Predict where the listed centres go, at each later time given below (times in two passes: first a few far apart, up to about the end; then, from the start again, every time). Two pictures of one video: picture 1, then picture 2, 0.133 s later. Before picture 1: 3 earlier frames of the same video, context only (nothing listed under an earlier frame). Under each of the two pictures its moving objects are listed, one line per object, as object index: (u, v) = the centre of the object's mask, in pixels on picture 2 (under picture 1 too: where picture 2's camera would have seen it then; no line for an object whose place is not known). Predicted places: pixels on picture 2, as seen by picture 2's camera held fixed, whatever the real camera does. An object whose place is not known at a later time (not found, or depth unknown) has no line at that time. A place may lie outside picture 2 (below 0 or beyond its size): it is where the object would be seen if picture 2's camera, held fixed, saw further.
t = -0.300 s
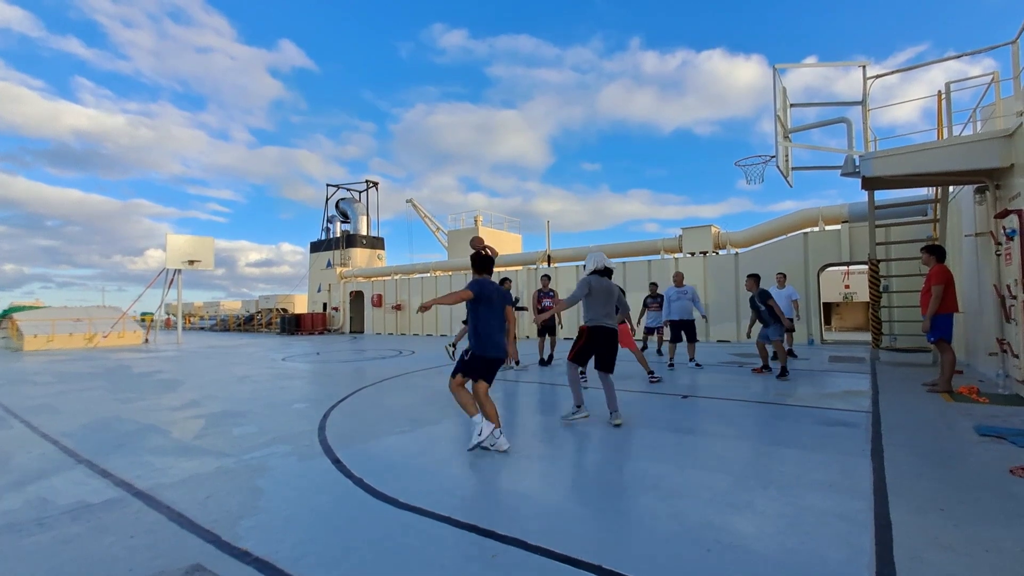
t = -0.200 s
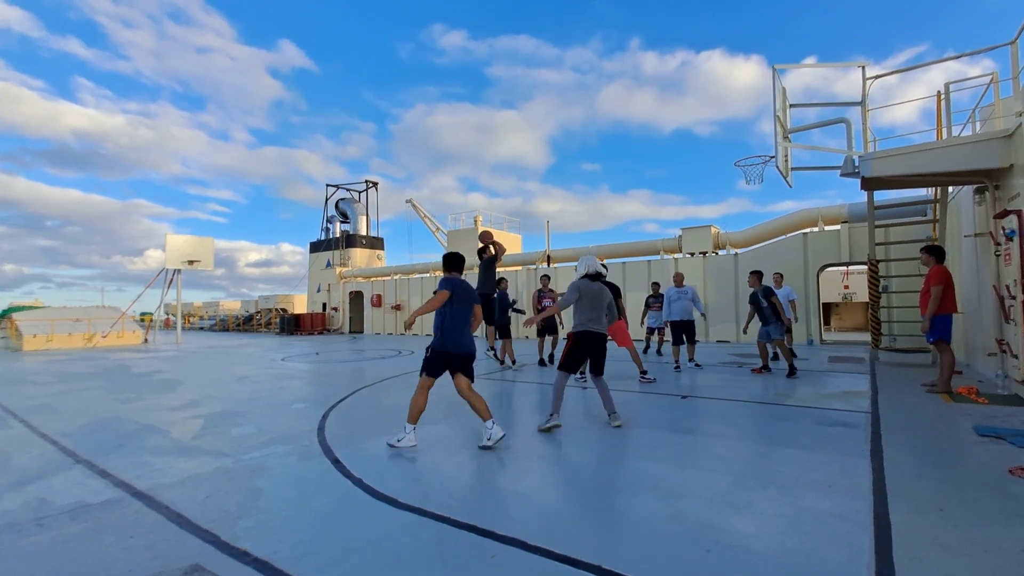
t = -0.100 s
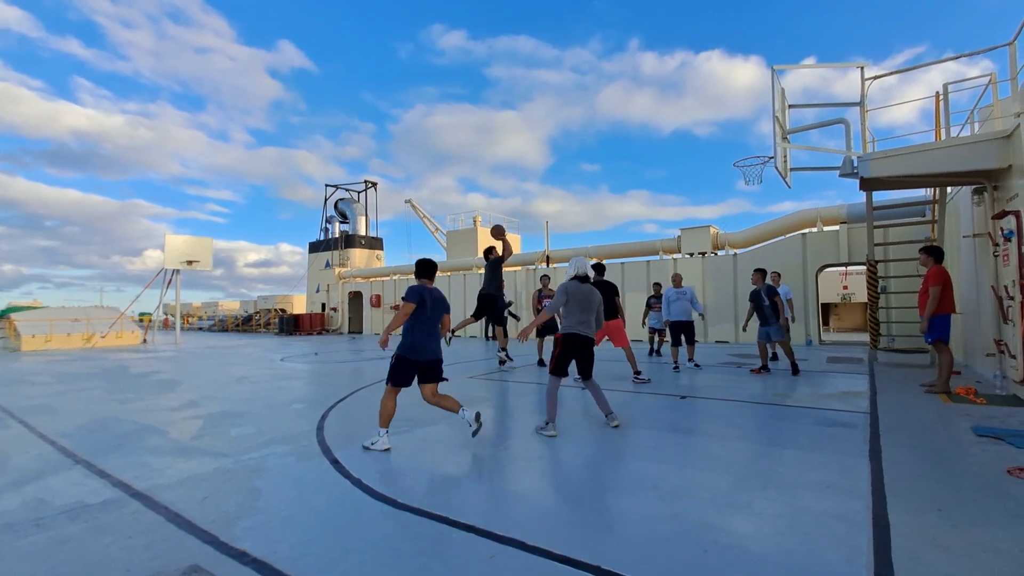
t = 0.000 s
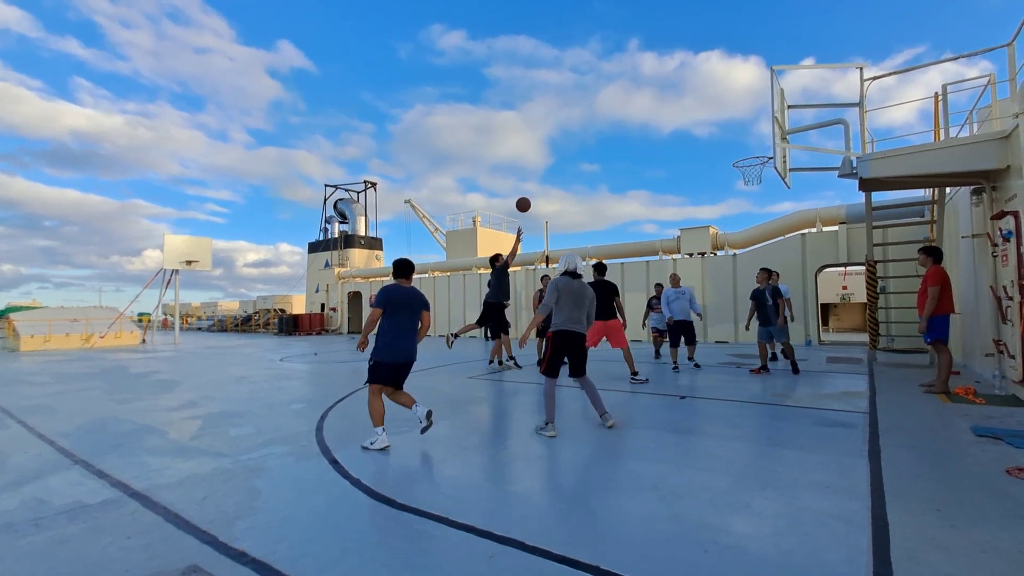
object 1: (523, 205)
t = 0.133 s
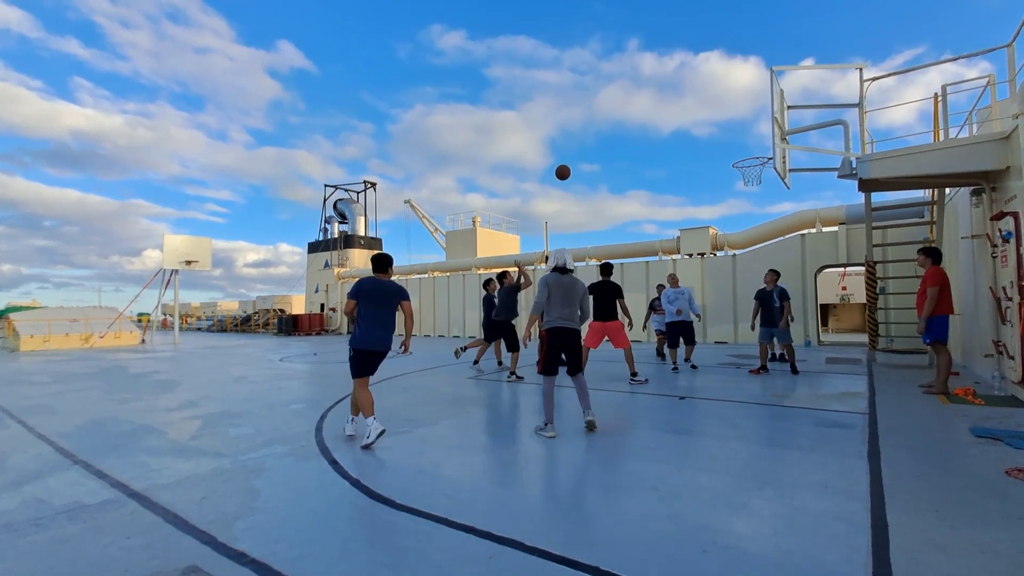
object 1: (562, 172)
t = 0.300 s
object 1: (614, 146)
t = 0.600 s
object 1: (715, 142)
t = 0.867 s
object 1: (758, 153)
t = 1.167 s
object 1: (750, 182)
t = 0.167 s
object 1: (573, 166)
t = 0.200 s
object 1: (583, 160)
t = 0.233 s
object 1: (593, 155)
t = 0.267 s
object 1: (604, 150)
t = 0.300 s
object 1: (614, 146)
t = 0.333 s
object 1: (625, 143)
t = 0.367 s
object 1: (636, 140)
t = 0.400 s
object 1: (647, 138)
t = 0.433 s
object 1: (658, 137)
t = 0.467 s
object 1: (669, 137)
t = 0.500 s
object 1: (680, 137)
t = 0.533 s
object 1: (692, 138)
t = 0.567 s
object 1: (703, 139)
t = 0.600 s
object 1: (715, 142)
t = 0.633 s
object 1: (727, 145)
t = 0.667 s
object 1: (739, 149)
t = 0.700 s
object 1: (752, 154)
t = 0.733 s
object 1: (758, 154)
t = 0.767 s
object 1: (761, 155)
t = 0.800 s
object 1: (760, 154)
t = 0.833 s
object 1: (759, 153)
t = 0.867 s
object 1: (758, 153)
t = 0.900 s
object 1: (757, 153)
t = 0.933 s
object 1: (756, 155)
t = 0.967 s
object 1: (755, 157)
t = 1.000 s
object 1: (754, 159)
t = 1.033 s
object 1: (753, 162)
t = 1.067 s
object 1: (752, 166)
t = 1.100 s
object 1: (752, 171)
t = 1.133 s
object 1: (751, 176)
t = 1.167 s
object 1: (750, 182)
